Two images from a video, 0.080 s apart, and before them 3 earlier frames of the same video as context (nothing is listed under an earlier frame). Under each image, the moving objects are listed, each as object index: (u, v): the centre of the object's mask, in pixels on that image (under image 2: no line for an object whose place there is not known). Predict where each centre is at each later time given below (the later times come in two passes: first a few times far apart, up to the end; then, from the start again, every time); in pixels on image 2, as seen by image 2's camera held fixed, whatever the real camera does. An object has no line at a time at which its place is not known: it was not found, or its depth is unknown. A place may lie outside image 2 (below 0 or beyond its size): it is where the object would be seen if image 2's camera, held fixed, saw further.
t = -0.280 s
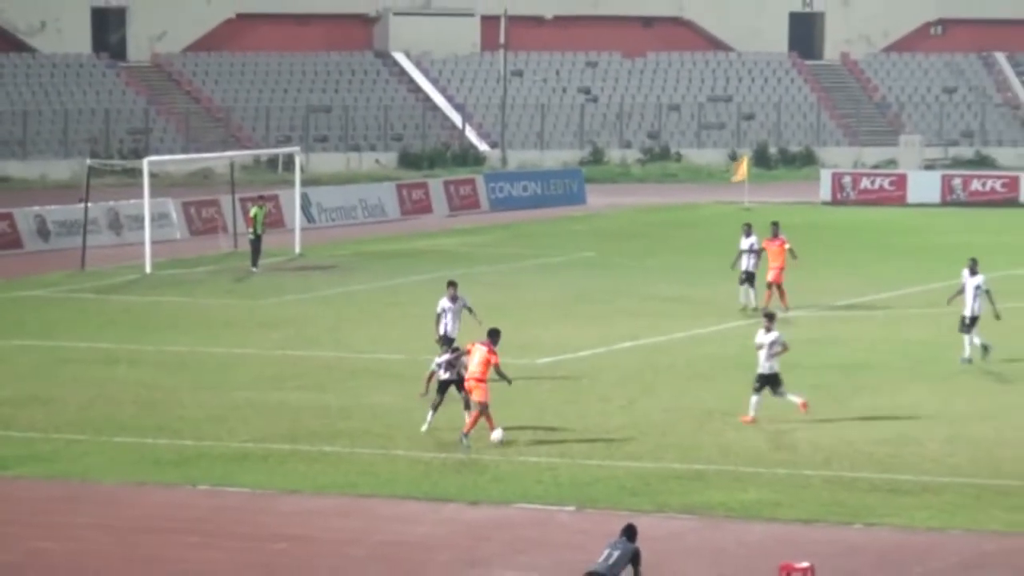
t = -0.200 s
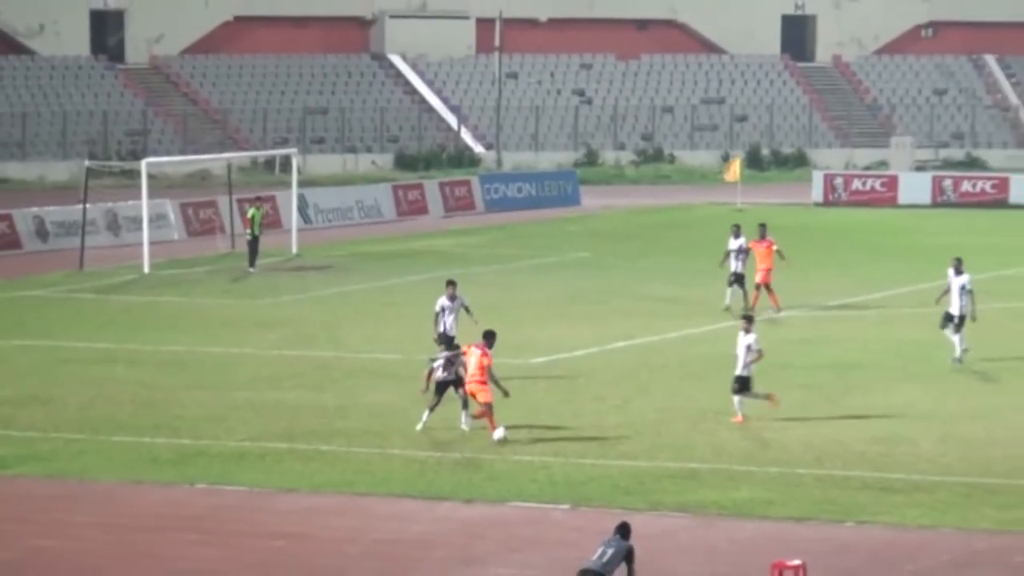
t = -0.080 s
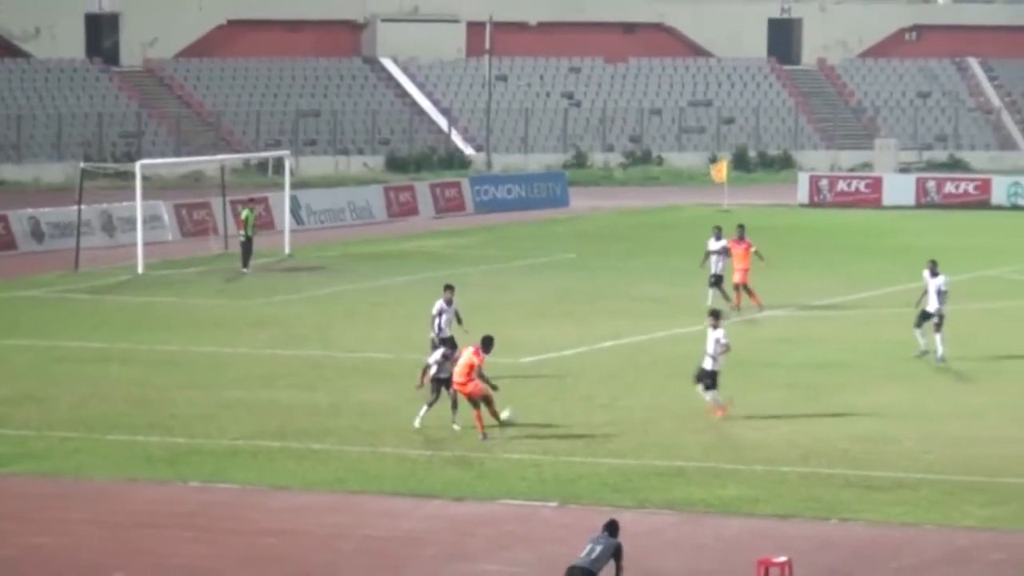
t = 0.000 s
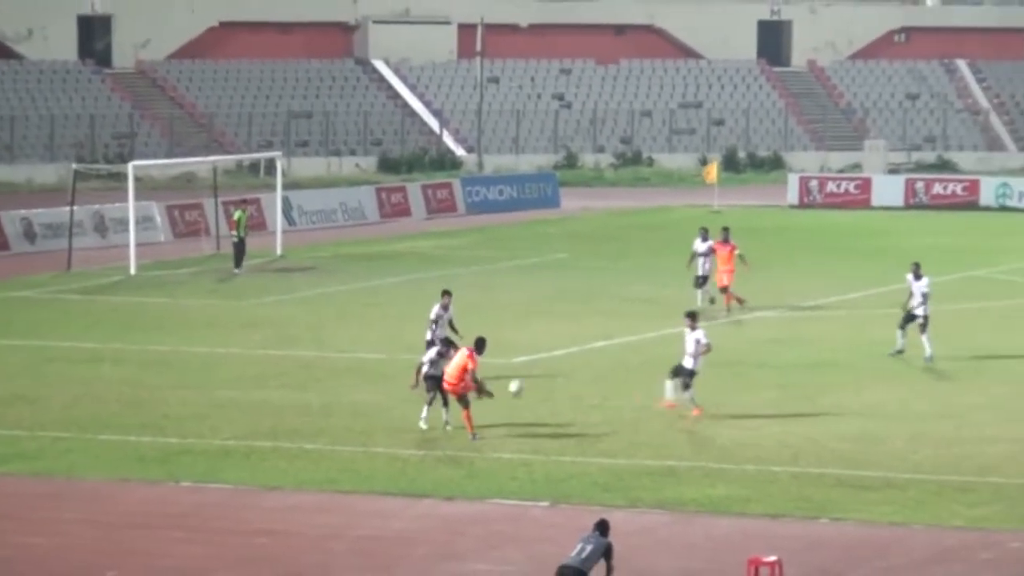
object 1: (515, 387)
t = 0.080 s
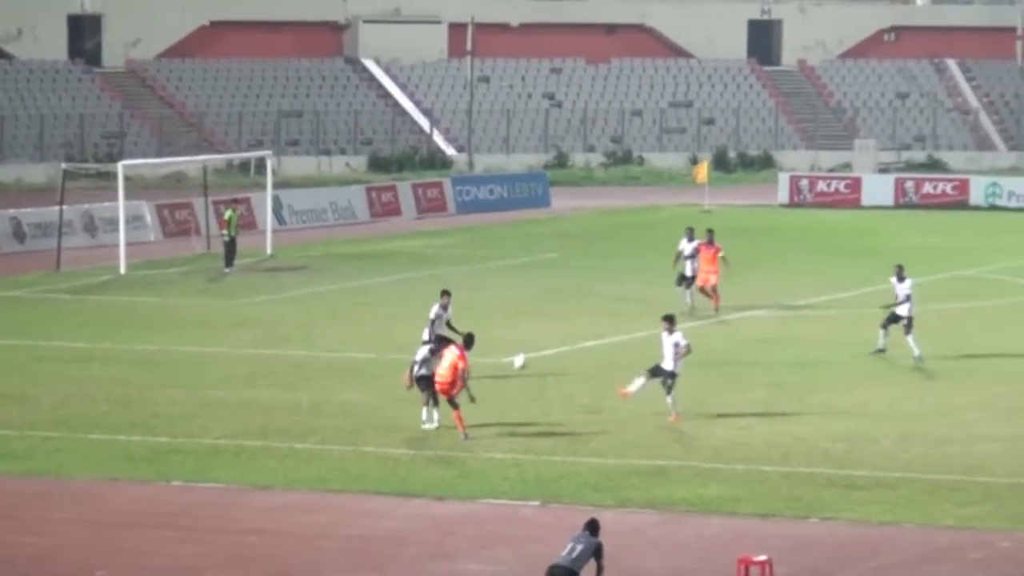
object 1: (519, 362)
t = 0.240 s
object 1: (540, 327)
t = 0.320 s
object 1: (544, 317)
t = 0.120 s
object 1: (525, 352)
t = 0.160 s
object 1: (530, 342)
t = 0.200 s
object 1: (535, 333)
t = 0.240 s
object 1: (540, 327)
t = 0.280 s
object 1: (542, 321)
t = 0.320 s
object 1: (544, 317)
